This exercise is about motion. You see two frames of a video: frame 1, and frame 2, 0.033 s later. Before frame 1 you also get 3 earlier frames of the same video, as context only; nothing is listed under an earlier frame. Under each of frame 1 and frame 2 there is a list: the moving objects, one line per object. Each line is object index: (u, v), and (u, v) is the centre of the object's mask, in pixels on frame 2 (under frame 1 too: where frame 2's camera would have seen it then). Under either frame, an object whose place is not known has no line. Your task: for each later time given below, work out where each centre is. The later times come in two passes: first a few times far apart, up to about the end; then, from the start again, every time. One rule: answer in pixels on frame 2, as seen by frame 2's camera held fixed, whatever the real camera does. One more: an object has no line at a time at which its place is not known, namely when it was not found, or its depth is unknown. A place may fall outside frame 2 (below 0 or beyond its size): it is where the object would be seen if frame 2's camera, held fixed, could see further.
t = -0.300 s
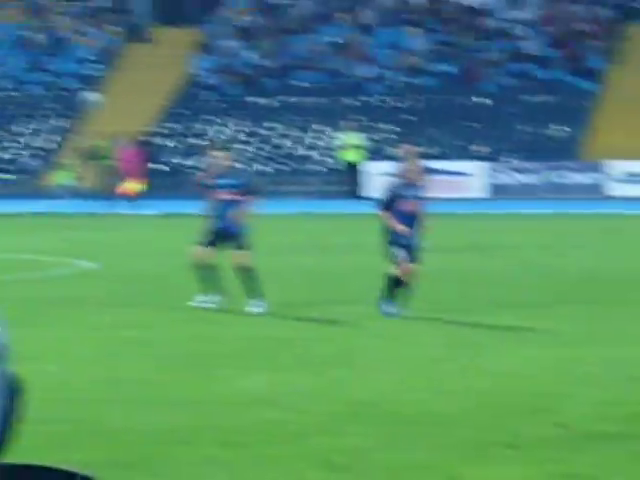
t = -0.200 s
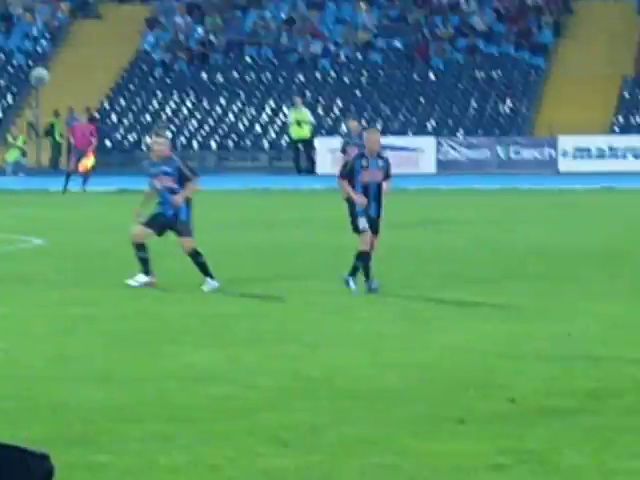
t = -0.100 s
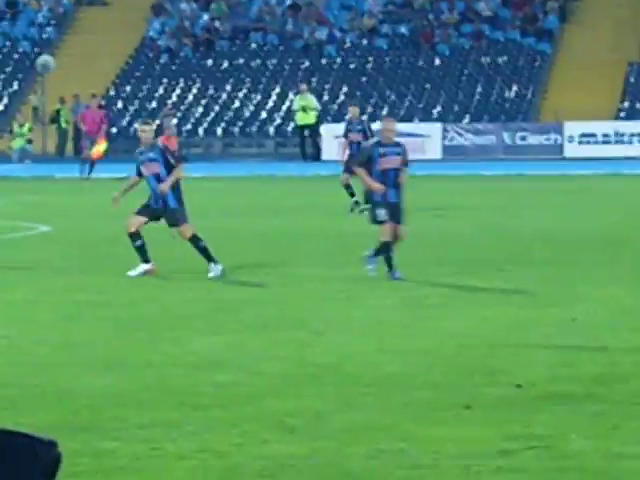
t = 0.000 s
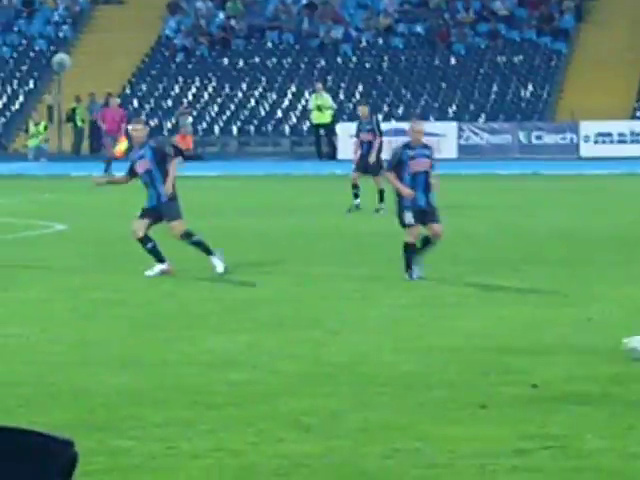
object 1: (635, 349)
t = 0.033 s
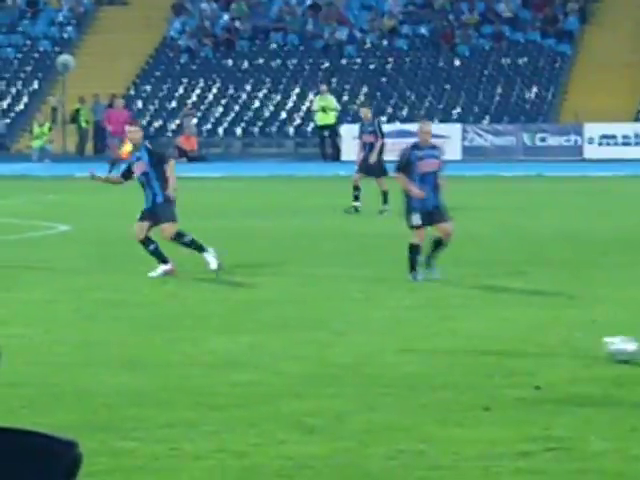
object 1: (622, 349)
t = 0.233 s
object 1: (492, 345)
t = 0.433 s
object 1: (388, 346)
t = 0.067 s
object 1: (598, 348)
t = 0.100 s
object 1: (574, 347)
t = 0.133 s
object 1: (553, 347)
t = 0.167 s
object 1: (530, 348)
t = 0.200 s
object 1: (511, 346)
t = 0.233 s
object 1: (492, 345)
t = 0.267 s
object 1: (473, 346)
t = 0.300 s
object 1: (456, 347)
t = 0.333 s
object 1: (439, 347)
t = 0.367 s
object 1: (421, 345)
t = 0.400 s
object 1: (404, 345)
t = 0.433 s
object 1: (388, 346)
